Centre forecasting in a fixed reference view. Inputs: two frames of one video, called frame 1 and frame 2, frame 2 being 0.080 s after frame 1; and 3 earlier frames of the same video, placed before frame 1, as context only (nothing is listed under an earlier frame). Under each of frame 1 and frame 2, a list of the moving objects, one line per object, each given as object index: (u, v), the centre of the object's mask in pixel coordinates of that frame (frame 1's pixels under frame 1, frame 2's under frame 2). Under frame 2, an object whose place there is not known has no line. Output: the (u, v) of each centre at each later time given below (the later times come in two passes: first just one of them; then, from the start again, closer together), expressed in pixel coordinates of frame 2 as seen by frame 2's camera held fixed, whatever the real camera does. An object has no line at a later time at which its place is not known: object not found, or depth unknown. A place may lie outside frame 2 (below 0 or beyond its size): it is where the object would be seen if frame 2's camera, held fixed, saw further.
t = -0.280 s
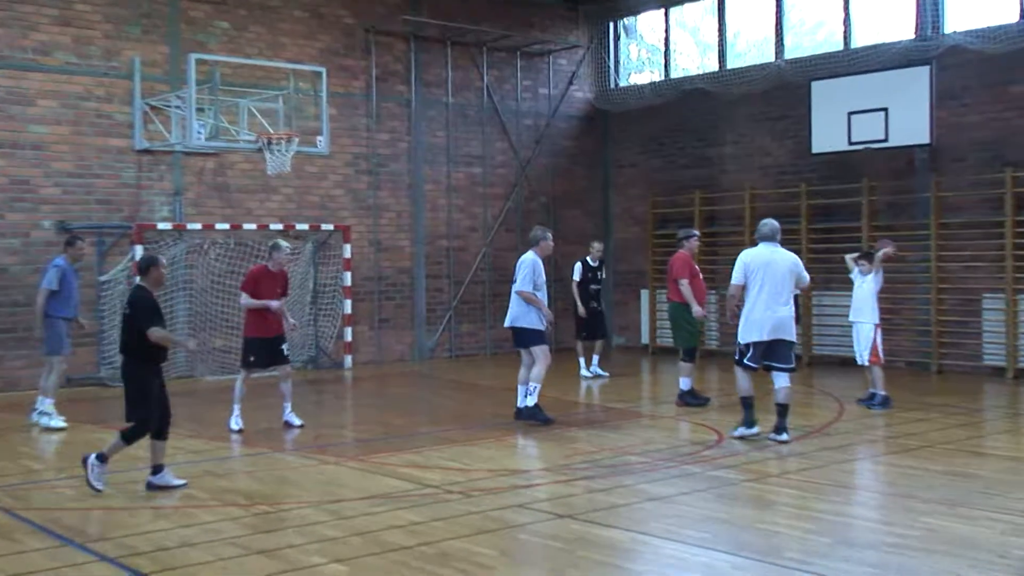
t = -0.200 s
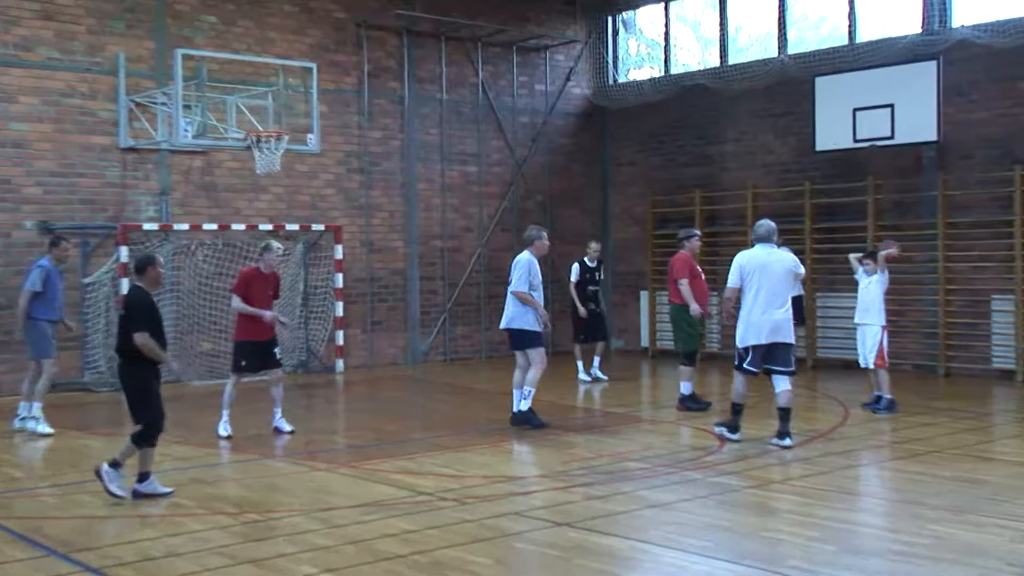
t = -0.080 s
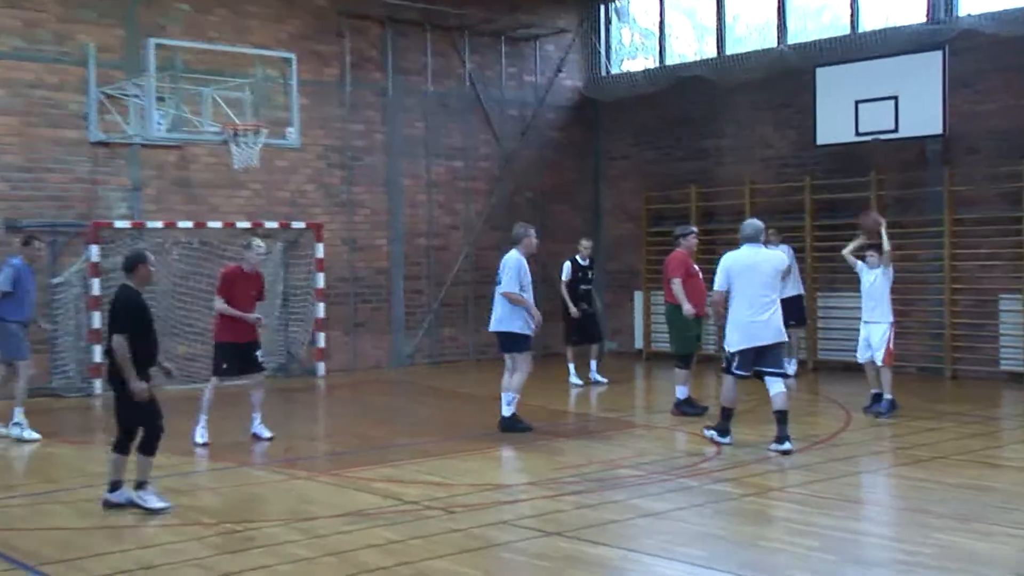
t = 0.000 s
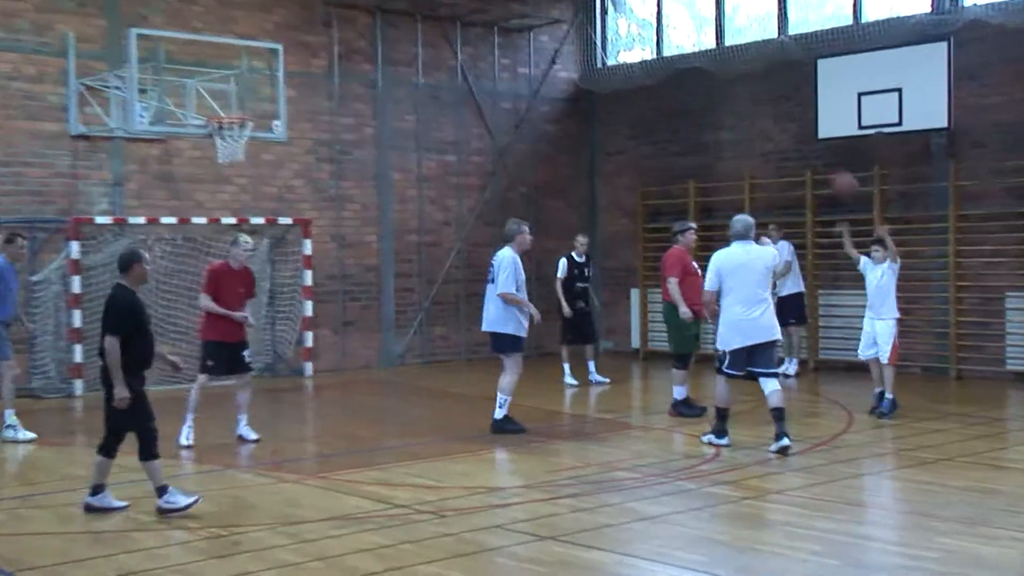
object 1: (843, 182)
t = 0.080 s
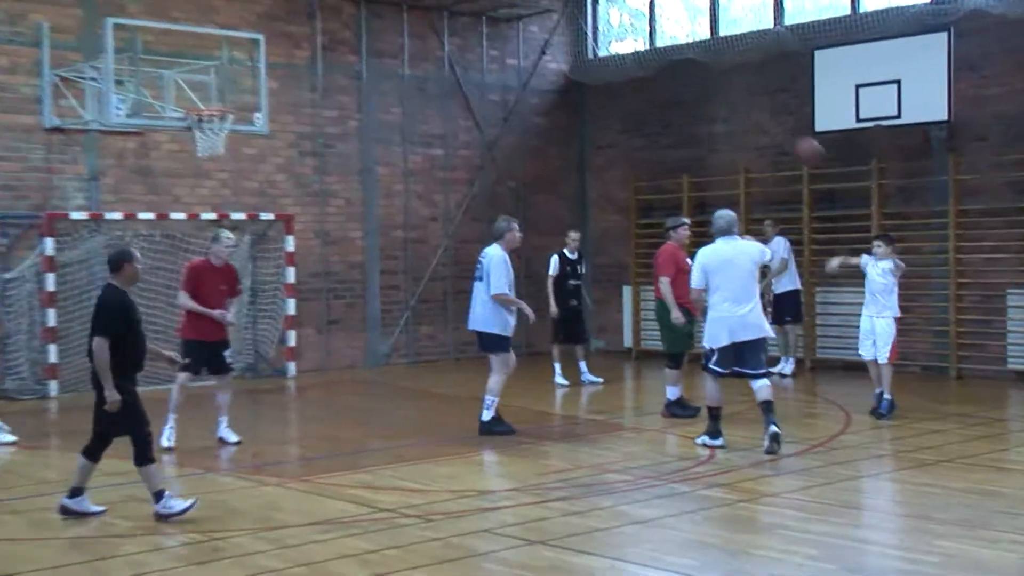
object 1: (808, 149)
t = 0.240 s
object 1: (735, 110)
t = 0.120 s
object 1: (790, 135)
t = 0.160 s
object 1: (772, 124)
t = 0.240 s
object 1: (735, 110)
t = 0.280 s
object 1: (716, 102)
